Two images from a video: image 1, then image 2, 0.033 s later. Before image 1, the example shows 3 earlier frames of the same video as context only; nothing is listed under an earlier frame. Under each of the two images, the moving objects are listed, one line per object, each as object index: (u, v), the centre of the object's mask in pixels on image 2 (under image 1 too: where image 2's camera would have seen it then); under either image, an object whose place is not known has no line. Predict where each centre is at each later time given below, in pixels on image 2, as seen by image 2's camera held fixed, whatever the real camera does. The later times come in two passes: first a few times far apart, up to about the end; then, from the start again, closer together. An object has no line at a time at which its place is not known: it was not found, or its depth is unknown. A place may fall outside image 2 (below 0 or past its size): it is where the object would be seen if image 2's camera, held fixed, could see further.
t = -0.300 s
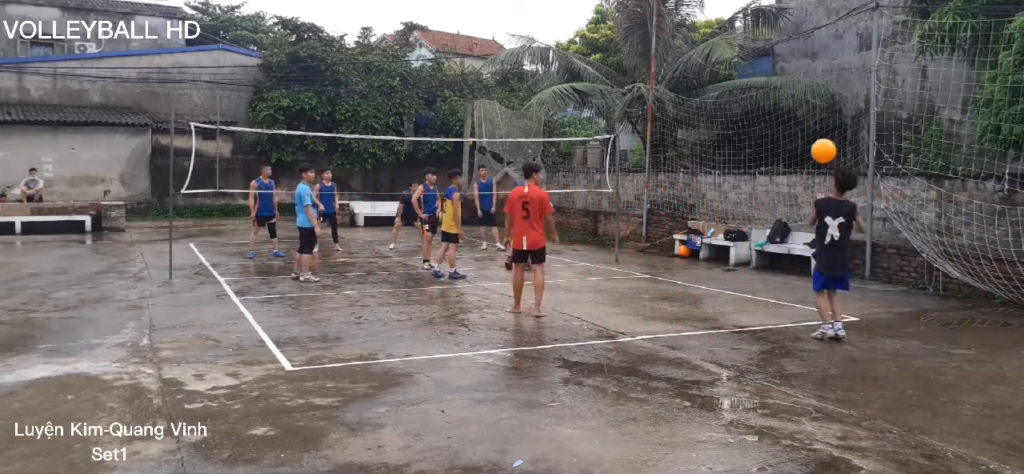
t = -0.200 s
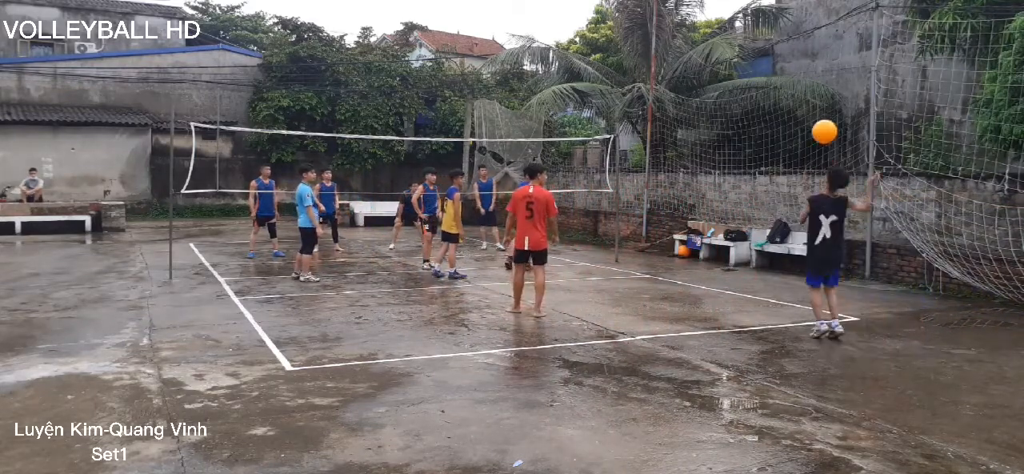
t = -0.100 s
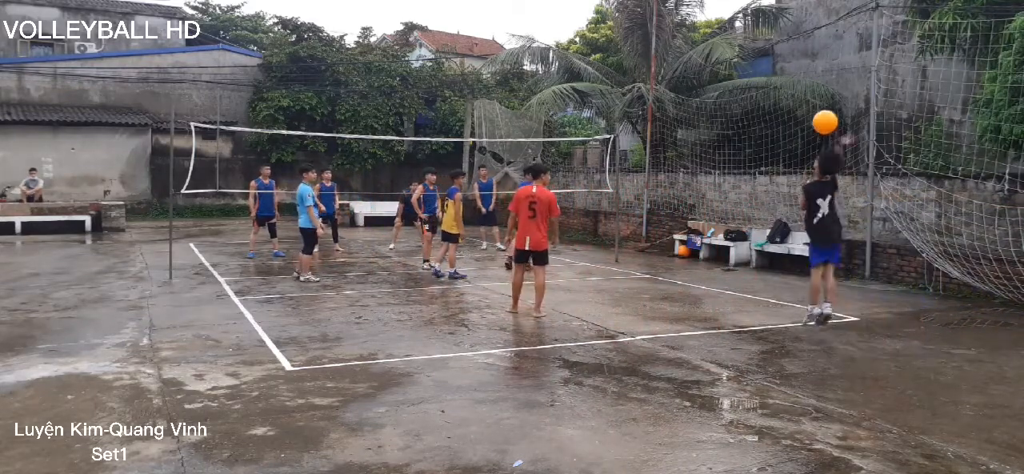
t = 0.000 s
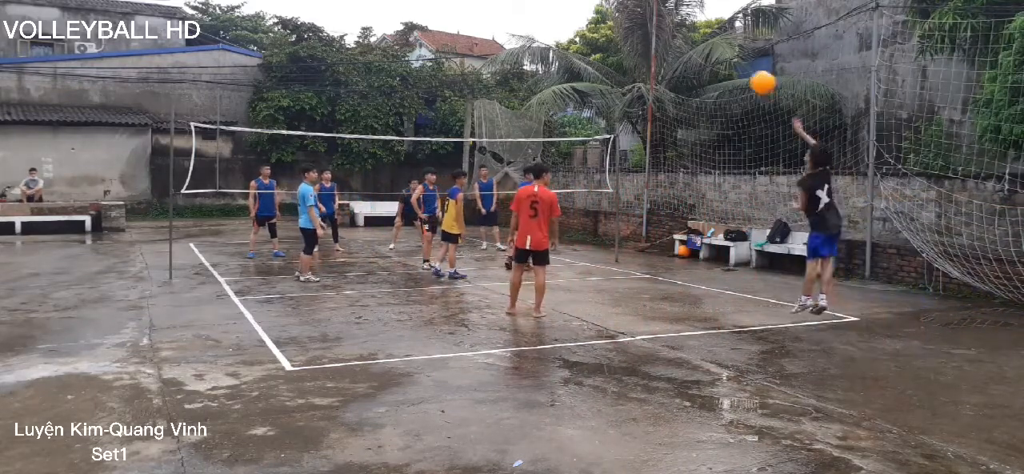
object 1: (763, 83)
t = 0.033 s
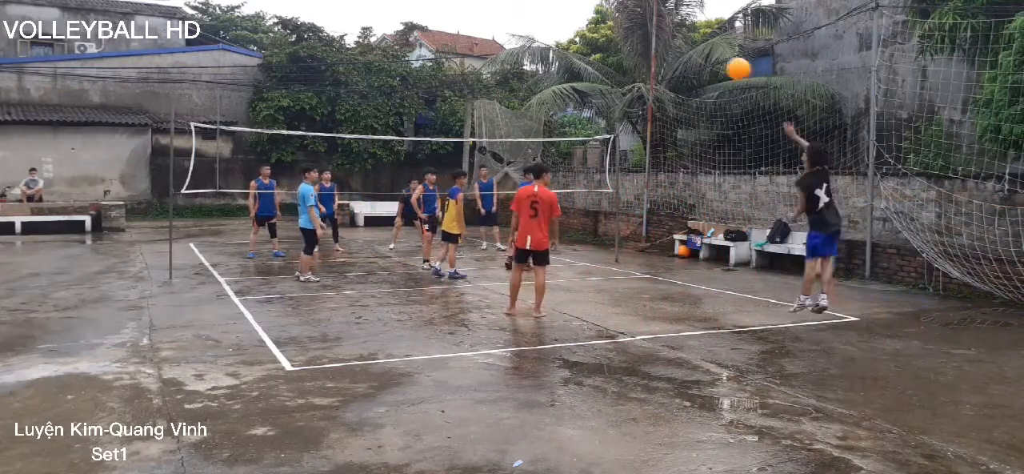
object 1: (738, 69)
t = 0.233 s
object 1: (618, 22)
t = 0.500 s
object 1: (510, 18)
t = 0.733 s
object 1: (442, 45)
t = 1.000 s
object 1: (384, 101)
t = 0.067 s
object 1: (716, 57)
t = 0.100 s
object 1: (693, 47)
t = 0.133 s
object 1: (673, 38)
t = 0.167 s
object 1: (654, 31)
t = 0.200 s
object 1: (636, 26)
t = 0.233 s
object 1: (618, 22)
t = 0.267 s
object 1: (603, 18)
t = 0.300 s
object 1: (587, 17)
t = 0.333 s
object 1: (572, 15)
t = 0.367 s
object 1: (558, 14)
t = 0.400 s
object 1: (545, 14)
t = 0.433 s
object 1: (532, 15)
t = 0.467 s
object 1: (521, 16)
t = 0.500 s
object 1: (510, 18)
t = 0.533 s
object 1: (499, 20)
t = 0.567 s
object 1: (489, 23)
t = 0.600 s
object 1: (479, 27)
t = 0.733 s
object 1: (442, 45)
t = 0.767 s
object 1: (434, 51)
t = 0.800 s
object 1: (426, 57)
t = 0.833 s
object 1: (419, 64)
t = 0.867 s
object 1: (411, 70)
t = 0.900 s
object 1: (404, 77)
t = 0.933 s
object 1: (397, 85)
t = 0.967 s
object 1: (390, 93)
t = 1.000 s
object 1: (384, 101)
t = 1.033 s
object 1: (377, 109)
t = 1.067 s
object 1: (371, 118)
